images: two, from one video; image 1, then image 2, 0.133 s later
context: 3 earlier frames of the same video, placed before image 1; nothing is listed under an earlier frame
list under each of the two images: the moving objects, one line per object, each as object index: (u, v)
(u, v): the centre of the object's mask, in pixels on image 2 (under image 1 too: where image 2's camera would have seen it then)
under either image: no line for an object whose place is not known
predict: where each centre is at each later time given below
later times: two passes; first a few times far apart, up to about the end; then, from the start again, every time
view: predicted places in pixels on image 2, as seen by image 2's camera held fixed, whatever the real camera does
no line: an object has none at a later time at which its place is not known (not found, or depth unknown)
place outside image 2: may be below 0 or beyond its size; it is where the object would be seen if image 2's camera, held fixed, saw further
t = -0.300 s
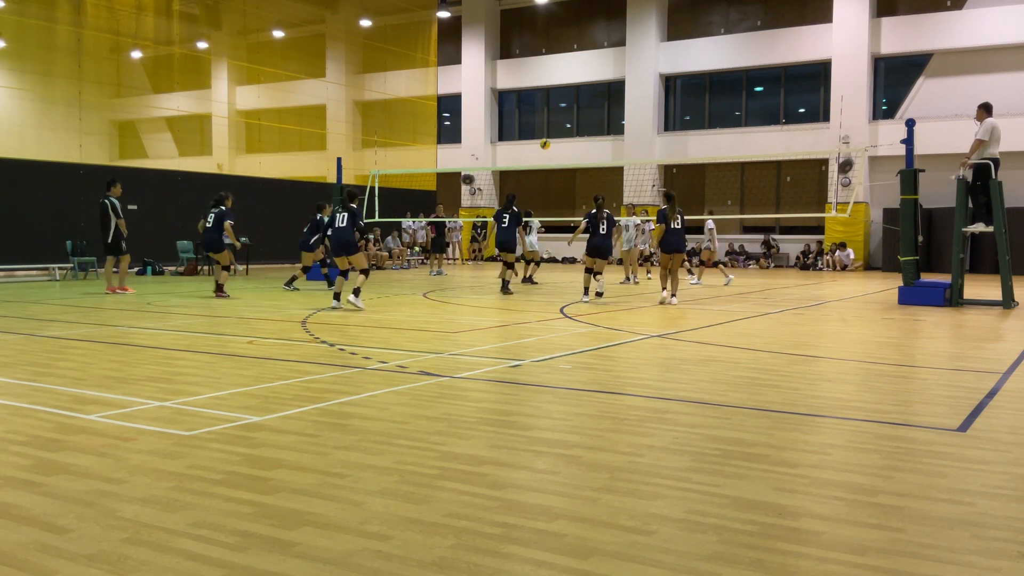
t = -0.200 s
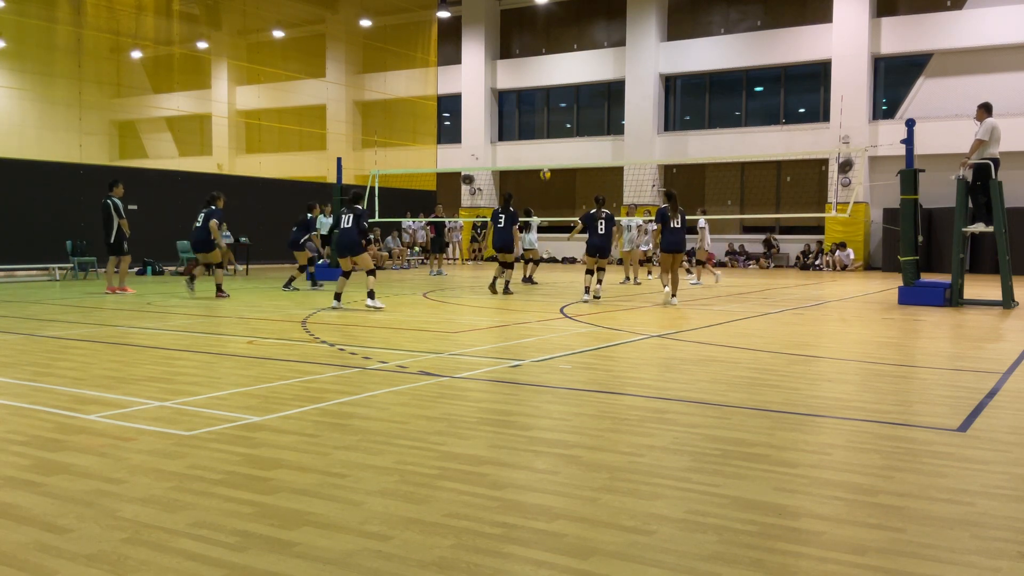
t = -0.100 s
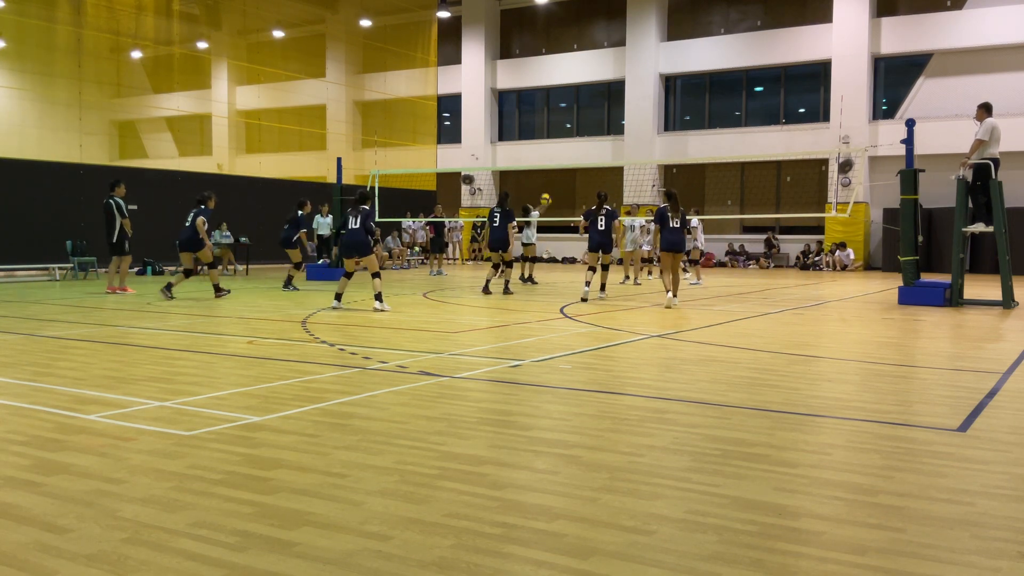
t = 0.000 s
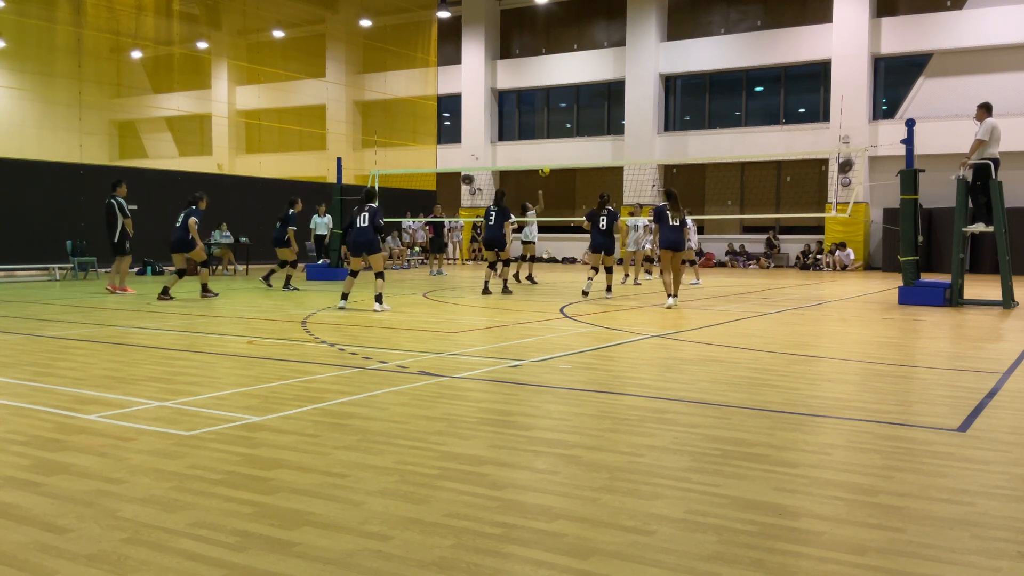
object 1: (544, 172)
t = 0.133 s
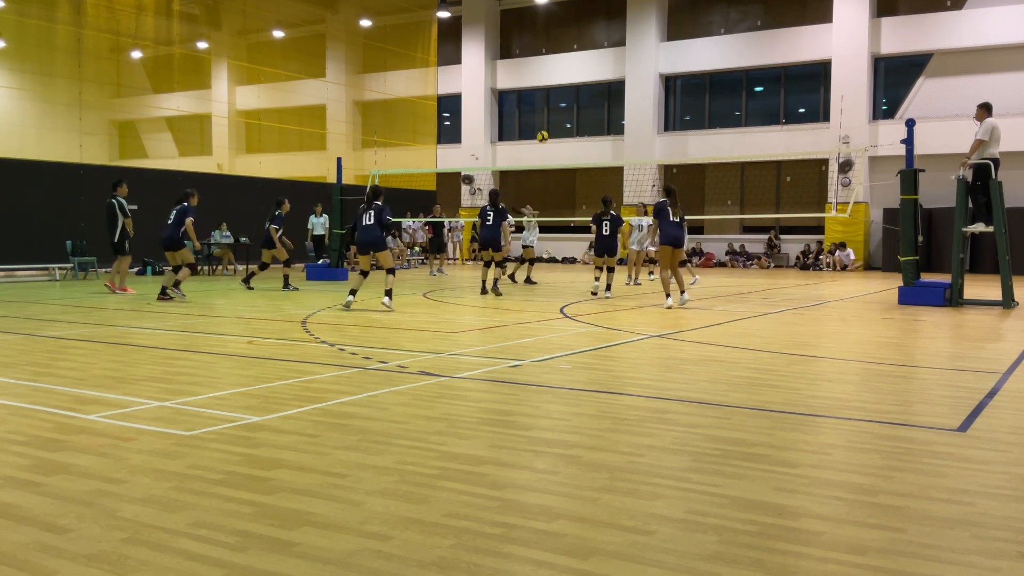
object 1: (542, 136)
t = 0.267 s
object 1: (540, 111)
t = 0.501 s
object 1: (535, 89)
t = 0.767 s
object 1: (527, 108)
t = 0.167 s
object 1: (542, 130)
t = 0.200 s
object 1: (542, 123)
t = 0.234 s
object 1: (541, 117)
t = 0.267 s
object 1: (540, 111)
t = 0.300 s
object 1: (540, 106)
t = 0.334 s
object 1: (539, 102)
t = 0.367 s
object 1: (539, 98)
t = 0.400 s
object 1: (538, 95)
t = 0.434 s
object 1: (537, 92)
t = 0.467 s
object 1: (536, 90)
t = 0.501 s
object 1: (535, 89)
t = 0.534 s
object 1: (534, 89)
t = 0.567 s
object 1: (534, 89)
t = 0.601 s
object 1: (532, 90)
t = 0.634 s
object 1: (532, 91)
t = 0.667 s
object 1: (530, 94)
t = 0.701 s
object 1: (530, 98)
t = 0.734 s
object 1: (528, 103)
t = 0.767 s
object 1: (527, 108)
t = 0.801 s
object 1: (525, 115)
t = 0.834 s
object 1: (524, 123)
